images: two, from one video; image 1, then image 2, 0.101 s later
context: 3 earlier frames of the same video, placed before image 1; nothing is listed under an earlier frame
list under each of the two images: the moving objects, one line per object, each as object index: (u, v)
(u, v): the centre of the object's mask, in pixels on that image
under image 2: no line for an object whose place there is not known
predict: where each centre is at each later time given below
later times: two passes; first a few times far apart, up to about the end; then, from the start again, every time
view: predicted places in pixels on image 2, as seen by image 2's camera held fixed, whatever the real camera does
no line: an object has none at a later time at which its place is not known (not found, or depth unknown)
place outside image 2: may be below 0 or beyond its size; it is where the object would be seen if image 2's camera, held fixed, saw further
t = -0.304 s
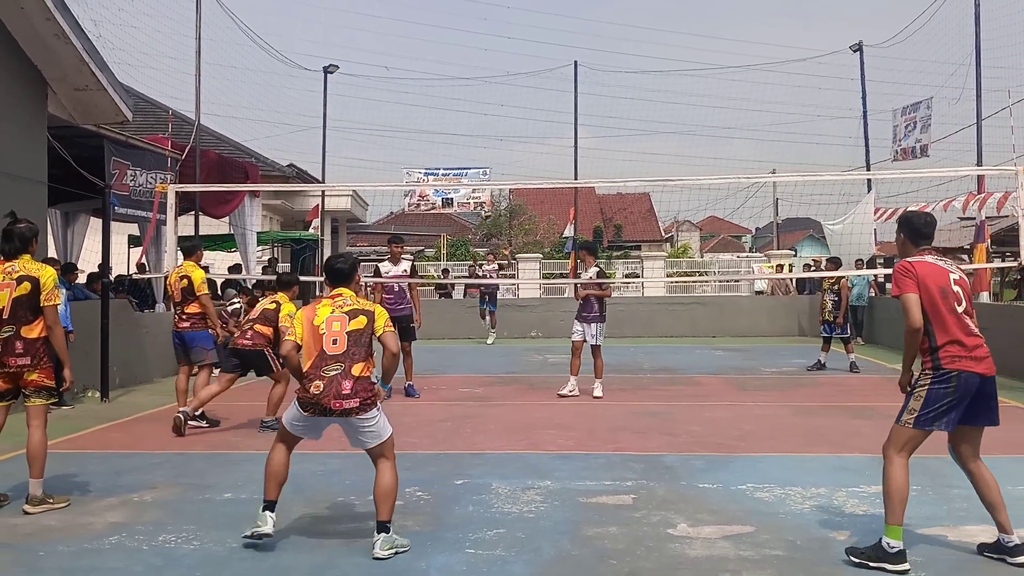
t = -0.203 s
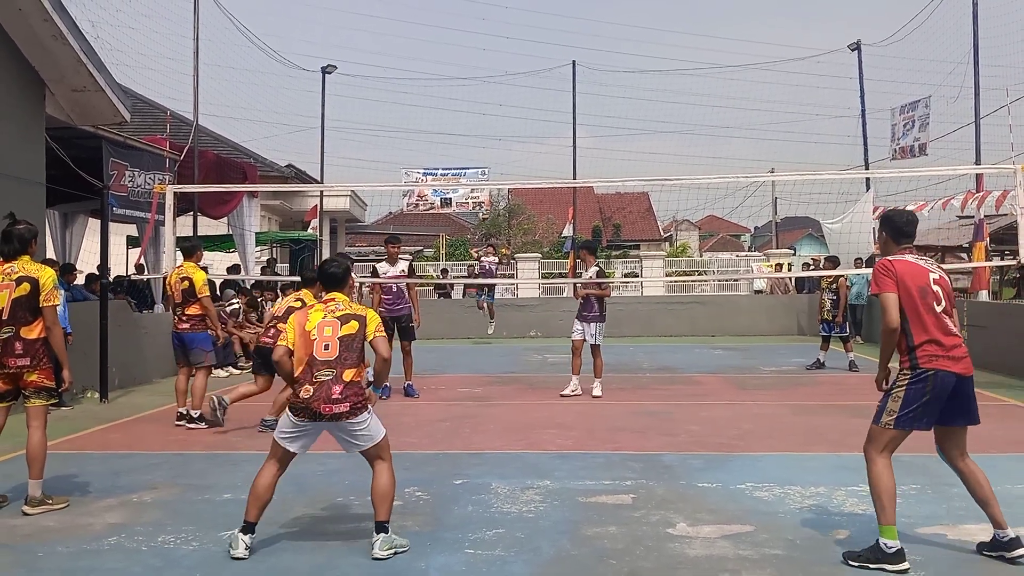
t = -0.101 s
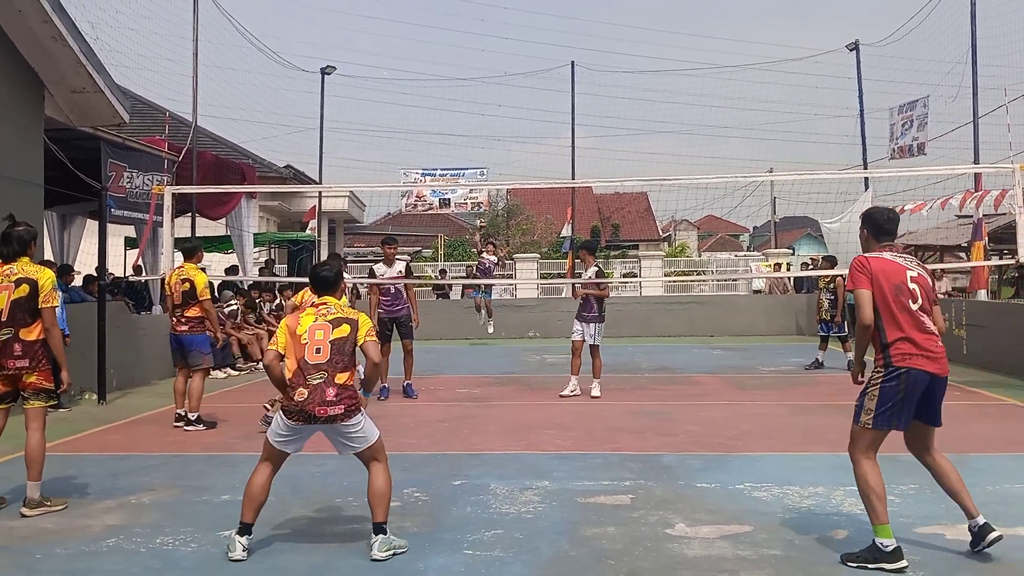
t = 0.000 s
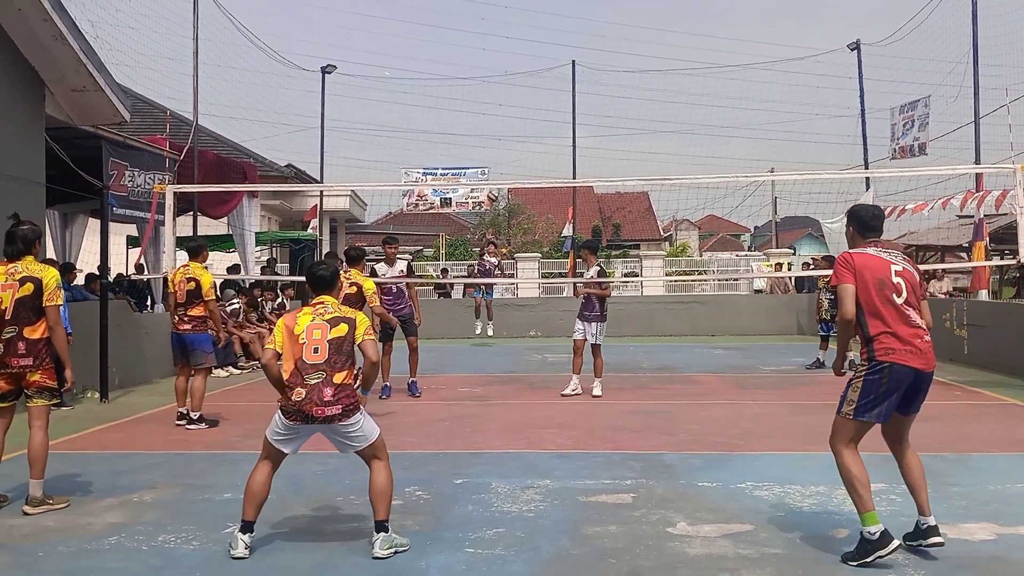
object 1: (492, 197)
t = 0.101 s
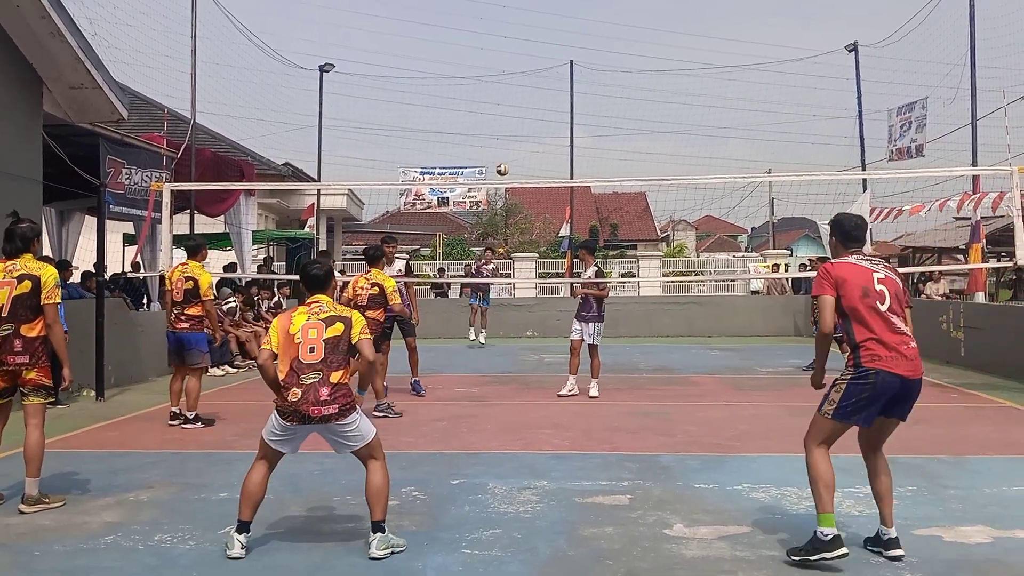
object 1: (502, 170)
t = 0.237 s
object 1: (520, 138)
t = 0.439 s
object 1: (550, 101)
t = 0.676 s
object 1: (601, 95)
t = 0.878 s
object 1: (667, 146)
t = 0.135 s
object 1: (507, 161)
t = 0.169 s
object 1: (511, 154)
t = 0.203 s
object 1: (515, 146)
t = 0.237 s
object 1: (520, 138)
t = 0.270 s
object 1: (524, 131)
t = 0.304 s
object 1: (529, 124)
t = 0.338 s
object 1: (534, 117)
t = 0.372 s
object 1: (539, 112)
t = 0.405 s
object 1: (545, 106)
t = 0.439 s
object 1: (550, 101)
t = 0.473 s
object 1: (556, 99)
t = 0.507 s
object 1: (563, 95)
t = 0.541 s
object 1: (569, 93)
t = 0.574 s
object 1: (576, 92)
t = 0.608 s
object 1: (583, 91)
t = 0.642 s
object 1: (591, 92)
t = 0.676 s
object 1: (601, 95)
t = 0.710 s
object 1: (609, 98)
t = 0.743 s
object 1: (619, 104)
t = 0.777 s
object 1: (630, 111)
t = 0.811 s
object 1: (641, 120)
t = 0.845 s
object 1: (653, 132)
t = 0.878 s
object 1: (667, 146)
